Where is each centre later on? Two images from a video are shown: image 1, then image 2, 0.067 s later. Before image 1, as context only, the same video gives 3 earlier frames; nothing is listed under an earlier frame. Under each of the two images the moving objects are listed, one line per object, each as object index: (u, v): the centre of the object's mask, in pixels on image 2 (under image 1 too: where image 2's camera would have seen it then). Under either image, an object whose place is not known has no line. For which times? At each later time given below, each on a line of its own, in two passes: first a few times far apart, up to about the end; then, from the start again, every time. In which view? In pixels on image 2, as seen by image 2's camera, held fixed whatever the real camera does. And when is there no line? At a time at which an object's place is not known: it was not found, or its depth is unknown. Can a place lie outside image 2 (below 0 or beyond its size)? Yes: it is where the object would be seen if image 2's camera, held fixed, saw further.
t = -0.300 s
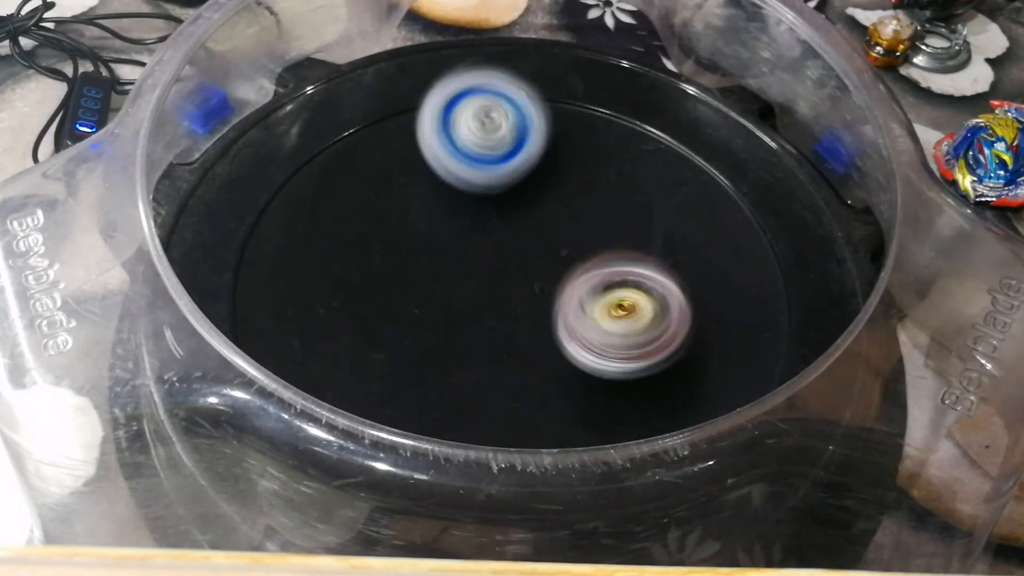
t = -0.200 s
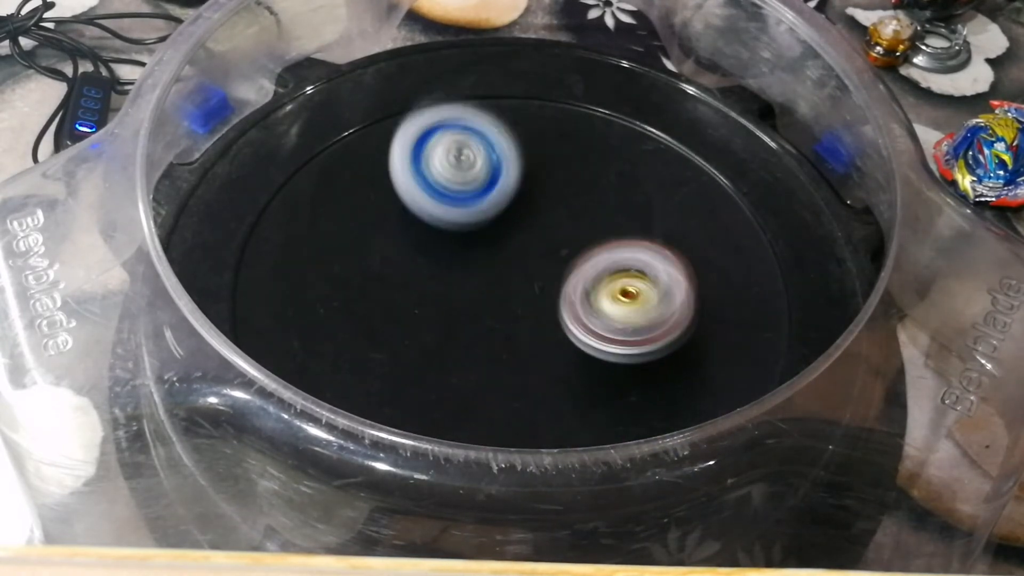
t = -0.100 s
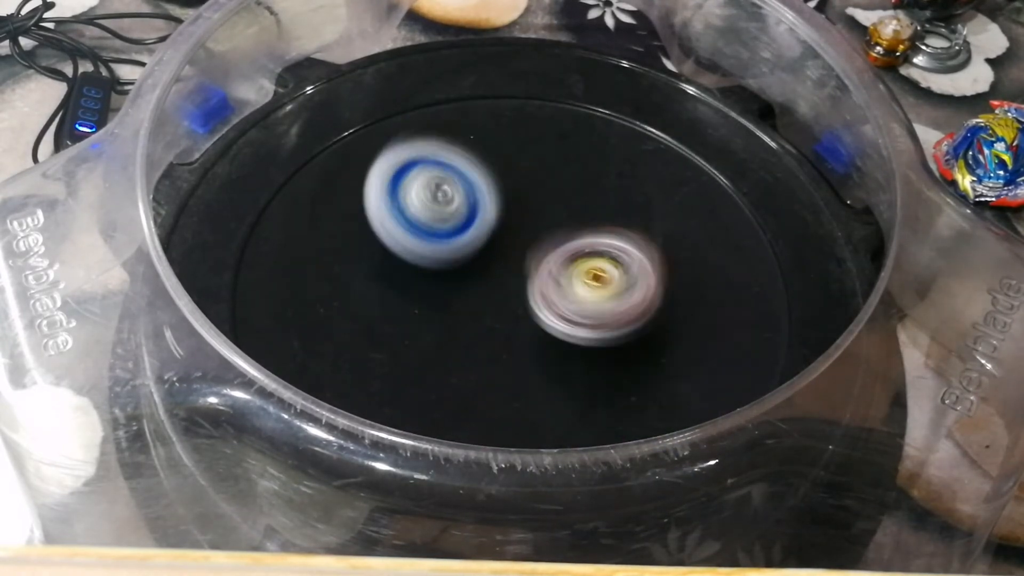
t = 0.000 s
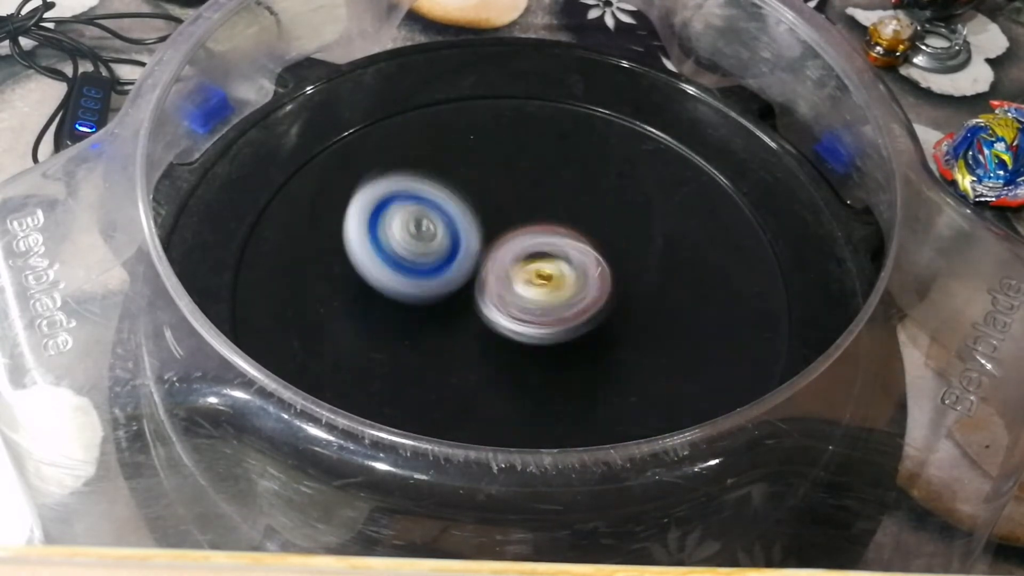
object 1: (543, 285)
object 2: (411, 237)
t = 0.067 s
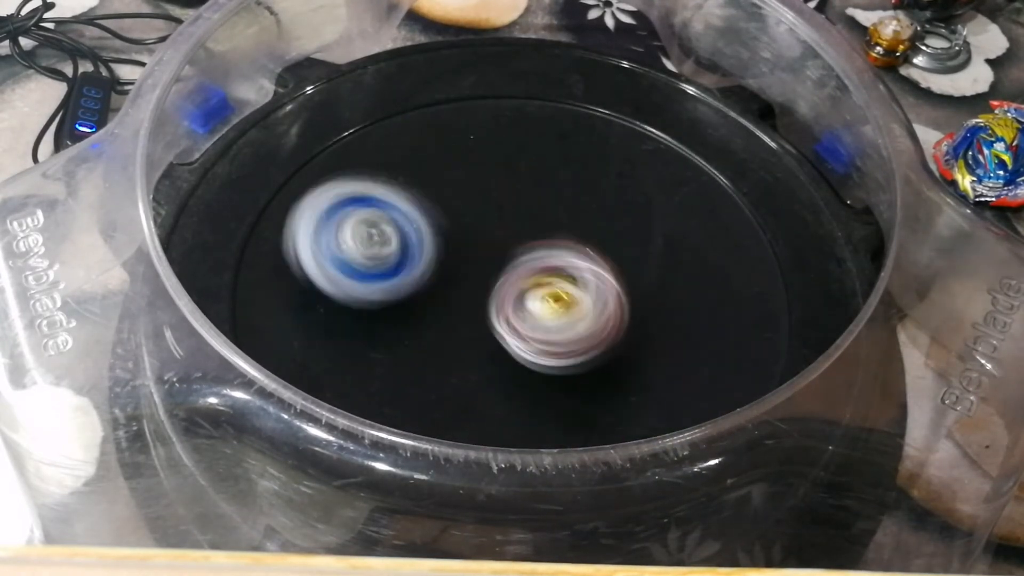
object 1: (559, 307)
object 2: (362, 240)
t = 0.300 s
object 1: (632, 325)
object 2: (290, 267)
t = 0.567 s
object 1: (552, 281)
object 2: (345, 332)
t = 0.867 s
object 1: (524, 187)
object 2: (434, 415)
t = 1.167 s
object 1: (447, 203)
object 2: (556, 380)
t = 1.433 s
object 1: (431, 250)
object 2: (693, 335)
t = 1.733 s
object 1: (514, 285)
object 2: (644, 264)
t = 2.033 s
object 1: (409, 348)
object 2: (631, 199)
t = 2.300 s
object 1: (509, 315)
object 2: (465, 224)
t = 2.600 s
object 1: (579, 256)
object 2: (360, 238)
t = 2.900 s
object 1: (506, 225)
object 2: (435, 300)
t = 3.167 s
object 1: (505, 224)
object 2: (542, 412)
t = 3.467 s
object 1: (517, 267)
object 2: (579, 388)
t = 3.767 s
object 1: (467, 214)
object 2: (614, 286)
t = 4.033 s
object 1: (474, 255)
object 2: (620, 246)
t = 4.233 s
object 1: (501, 274)
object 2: (629, 260)
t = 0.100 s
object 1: (573, 316)
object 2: (339, 242)
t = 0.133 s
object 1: (587, 324)
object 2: (322, 245)
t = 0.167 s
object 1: (599, 332)
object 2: (313, 250)
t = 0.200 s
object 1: (611, 332)
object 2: (303, 254)
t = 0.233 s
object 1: (620, 328)
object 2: (298, 258)
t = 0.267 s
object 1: (627, 326)
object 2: (293, 263)
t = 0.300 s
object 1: (632, 325)
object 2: (290, 267)
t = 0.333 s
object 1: (637, 318)
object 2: (290, 275)
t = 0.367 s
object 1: (636, 309)
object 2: (288, 281)
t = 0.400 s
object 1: (627, 301)
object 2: (292, 288)
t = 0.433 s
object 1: (618, 296)
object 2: (298, 297)
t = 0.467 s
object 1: (605, 286)
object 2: (306, 305)
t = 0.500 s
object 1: (586, 281)
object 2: (317, 314)
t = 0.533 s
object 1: (568, 281)
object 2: (329, 323)
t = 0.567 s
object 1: (552, 281)
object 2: (345, 332)
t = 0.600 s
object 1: (531, 280)
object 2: (359, 339)
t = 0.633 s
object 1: (510, 284)
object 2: (377, 347)
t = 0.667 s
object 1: (506, 284)
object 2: (384, 361)
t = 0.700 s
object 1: (521, 263)
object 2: (382, 373)
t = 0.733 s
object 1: (533, 243)
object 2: (388, 384)
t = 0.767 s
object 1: (537, 229)
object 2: (402, 392)
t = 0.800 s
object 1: (540, 212)
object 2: (410, 395)
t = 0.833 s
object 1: (534, 198)
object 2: (425, 401)
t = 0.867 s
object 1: (524, 187)
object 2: (434, 415)
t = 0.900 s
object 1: (519, 177)
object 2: (449, 406)
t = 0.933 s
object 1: (507, 169)
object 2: (465, 407)
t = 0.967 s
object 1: (495, 167)
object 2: (478, 407)
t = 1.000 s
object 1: (488, 166)
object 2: (493, 406)
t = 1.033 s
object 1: (475, 166)
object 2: (507, 403)
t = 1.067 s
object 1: (463, 172)
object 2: (519, 400)
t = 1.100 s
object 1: (459, 180)
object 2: (534, 396)
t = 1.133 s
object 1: (451, 188)
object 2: (544, 388)
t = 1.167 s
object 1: (447, 203)
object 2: (556, 380)
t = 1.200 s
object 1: (452, 217)
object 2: (566, 370)
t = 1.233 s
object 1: (456, 230)
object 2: (571, 359)
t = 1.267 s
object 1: (464, 248)
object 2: (579, 349)
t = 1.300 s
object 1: (472, 261)
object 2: (592, 341)
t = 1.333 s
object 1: (455, 251)
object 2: (628, 348)
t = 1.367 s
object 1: (438, 245)
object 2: (662, 348)
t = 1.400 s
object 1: (436, 249)
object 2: (685, 344)
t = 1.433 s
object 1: (431, 250)
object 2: (693, 335)
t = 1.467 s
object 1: (429, 259)
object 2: (696, 328)
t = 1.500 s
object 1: (433, 267)
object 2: (694, 319)
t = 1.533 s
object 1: (438, 272)
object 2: (692, 311)
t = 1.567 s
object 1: (446, 283)
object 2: (688, 303)
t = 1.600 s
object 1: (461, 287)
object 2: (680, 294)
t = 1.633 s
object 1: (474, 288)
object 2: (672, 287)
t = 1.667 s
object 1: (487, 294)
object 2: (663, 279)
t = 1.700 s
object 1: (503, 288)
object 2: (654, 272)
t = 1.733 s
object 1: (514, 285)
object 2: (644, 264)
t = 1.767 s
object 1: (505, 292)
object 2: (647, 253)
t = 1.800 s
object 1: (466, 298)
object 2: (667, 234)
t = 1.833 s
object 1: (438, 306)
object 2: (681, 216)
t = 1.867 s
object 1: (420, 308)
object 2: (684, 203)
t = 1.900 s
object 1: (406, 318)
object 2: (676, 196)
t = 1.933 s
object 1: (406, 326)
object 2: (664, 194)
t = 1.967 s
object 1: (400, 333)
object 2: (653, 195)
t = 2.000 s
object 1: (405, 344)
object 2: (642, 196)
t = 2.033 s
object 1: (409, 348)
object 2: (631, 199)
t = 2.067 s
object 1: (419, 358)
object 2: (621, 202)
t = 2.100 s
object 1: (435, 355)
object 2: (606, 206)
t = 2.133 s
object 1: (446, 360)
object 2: (589, 211)
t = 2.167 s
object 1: (464, 351)
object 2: (569, 217)
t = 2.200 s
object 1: (473, 345)
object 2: (546, 223)
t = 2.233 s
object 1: (490, 336)
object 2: (523, 223)
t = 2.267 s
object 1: (496, 331)
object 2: (496, 225)
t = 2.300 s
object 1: (509, 315)
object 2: (465, 224)
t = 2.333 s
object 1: (521, 306)
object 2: (439, 225)
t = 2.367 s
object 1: (537, 306)
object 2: (417, 225)
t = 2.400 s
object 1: (547, 299)
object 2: (397, 224)
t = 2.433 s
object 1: (558, 300)
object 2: (384, 228)
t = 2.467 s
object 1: (567, 286)
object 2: (375, 231)
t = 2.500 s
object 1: (573, 286)
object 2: (368, 233)
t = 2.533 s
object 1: (577, 271)
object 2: (364, 235)
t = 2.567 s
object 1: (578, 270)
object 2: (361, 236)
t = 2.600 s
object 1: (579, 256)
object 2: (360, 238)
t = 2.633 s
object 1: (575, 254)
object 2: (360, 241)
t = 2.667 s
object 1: (574, 241)
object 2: (362, 247)
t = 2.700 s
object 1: (565, 239)
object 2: (366, 252)
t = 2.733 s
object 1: (562, 230)
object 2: (370, 255)
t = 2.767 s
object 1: (550, 228)
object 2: (377, 261)
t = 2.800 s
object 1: (543, 223)
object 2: (388, 269)
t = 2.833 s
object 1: (528, 223)
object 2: (402, 278)
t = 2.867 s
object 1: (519, 223)
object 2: (419, 287)
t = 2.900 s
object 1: (506, 225)
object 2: (435, 300)
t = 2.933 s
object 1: (516, 215)
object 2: (448, 327)
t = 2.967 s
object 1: (516, 215)
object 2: (462, 351)
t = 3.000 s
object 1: (516, 210)
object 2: (481, 373)
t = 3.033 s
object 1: (510, 214)
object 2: (496, 389)
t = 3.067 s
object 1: (508, 208)
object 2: (511, 400)
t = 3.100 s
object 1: (506, 216)
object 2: (523, 405)
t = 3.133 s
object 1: (503, 215)
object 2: (531, 409)
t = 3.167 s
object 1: (505, 224)
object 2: (542, 412)
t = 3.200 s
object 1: (502, 224)
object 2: (547, 411)
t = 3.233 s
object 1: (503, 234)
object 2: (553, 414)
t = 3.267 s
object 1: (503, 238)
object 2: (557, 410)
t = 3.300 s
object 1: (505, 248)
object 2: (557, 406)
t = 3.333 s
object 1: (507, 256)
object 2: (560, 402)
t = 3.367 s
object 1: (512, 265)
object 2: (559, 396)
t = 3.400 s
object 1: (517, 275)
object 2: (563, 388)
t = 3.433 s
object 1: (522, 272)
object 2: (569, 383)
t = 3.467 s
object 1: (517, 267)
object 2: (579, 388)
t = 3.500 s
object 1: (512, 249)
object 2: (594, 381)
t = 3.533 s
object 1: (510, 245)
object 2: (595, 373)
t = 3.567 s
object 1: (499, 237)
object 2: (598, 364)
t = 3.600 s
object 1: (497, 228)
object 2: (605, 347)
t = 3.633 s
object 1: (487, 229)
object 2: (609, 334)
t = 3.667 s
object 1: (483, 218)
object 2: (605, 324)
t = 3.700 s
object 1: (478, 221)
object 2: (605, 314)
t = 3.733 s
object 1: (472, 214)
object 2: (611, 300)
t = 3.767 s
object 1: (467, 214)
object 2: (614, 286)
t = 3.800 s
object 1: (459, 216)
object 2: (614, 274)
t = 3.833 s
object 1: (457, 213)
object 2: (613, 269)
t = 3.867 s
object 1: (457, 222)
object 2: (612, 263)
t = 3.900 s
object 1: (456, 225)
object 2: (615, 259)
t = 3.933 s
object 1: (459, 231)
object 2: (617, 255)
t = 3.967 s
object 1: (461, 241)
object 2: (618, 251)
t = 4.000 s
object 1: (465, 241)
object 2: (619, 248)
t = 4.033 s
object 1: (474, 255)
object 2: (620, 246)
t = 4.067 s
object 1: (478, 257)
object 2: (620, 246)
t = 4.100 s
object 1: (489, 261)
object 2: (620, 247)
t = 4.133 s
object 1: (496, 274)
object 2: (620, 249)
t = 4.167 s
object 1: (500, 272)
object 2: (621, 250)
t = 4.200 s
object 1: (510, 281)
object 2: (626, 254)
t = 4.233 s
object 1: (501, 274)
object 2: (629, 260)
